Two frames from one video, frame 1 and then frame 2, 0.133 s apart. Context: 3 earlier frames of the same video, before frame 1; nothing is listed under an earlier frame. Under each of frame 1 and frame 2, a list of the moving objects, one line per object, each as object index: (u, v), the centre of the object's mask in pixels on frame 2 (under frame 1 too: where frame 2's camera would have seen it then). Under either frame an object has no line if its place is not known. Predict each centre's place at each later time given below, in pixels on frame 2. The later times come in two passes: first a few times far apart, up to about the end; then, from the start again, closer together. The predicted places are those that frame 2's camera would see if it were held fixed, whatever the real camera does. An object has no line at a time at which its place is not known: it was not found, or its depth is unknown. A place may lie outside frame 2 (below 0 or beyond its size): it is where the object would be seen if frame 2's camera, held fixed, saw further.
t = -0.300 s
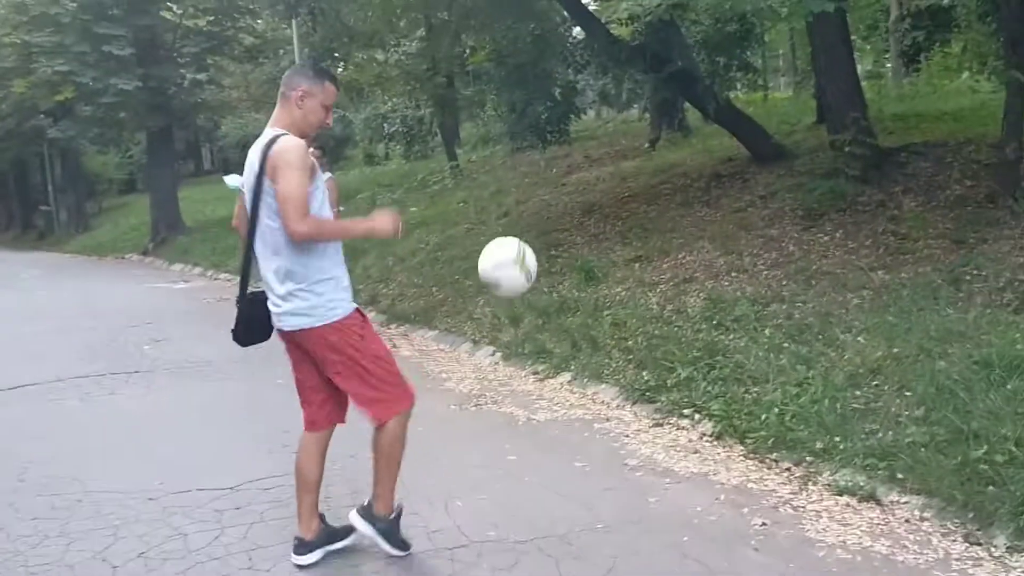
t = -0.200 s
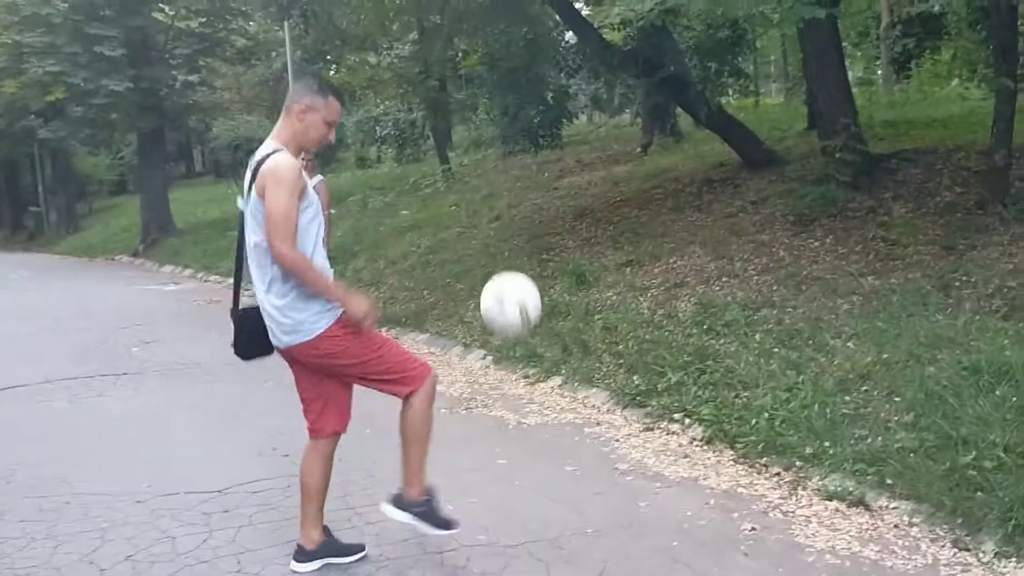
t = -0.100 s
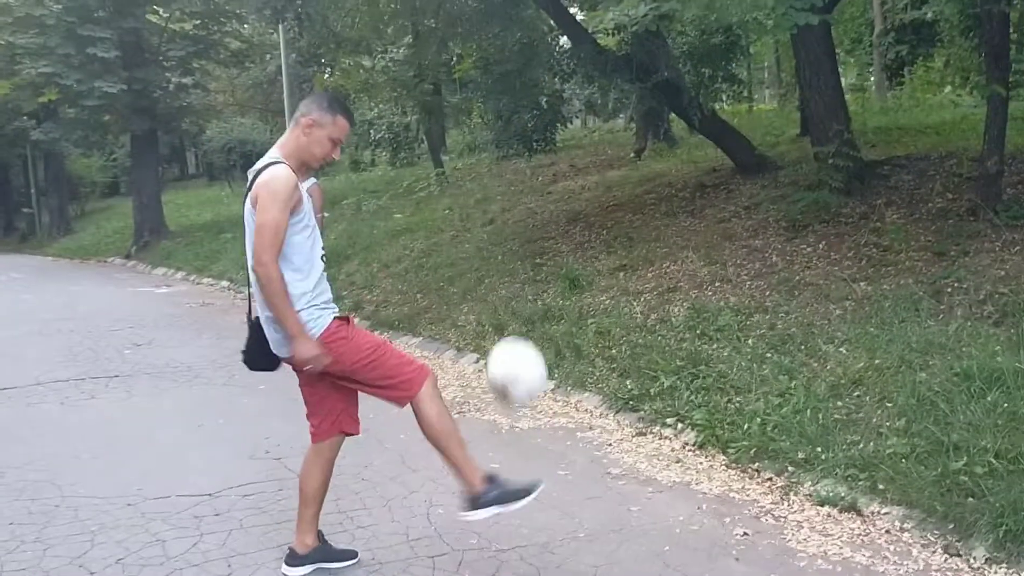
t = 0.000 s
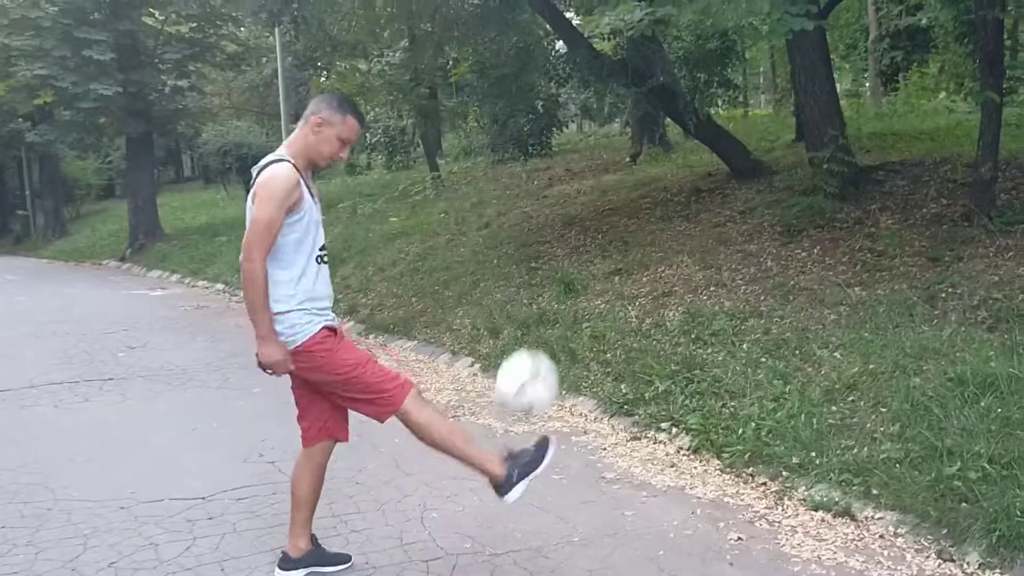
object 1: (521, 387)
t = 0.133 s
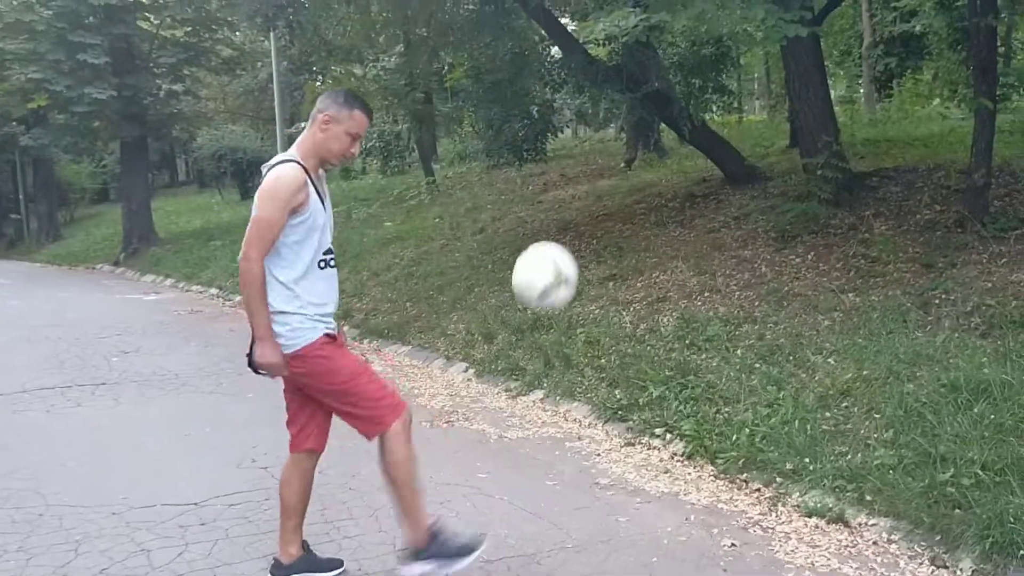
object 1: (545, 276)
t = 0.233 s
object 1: (564, 219)
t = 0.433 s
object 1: (602, 181)
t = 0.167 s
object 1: (551, 255)
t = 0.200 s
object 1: (557, 236)
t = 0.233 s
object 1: (564, 219)
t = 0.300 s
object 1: (576, 195)
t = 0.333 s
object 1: (583, 187)
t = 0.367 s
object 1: (589, 182)
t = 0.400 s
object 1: (595, 180)
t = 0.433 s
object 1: (602, 181)
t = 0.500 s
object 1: (614, 192)
